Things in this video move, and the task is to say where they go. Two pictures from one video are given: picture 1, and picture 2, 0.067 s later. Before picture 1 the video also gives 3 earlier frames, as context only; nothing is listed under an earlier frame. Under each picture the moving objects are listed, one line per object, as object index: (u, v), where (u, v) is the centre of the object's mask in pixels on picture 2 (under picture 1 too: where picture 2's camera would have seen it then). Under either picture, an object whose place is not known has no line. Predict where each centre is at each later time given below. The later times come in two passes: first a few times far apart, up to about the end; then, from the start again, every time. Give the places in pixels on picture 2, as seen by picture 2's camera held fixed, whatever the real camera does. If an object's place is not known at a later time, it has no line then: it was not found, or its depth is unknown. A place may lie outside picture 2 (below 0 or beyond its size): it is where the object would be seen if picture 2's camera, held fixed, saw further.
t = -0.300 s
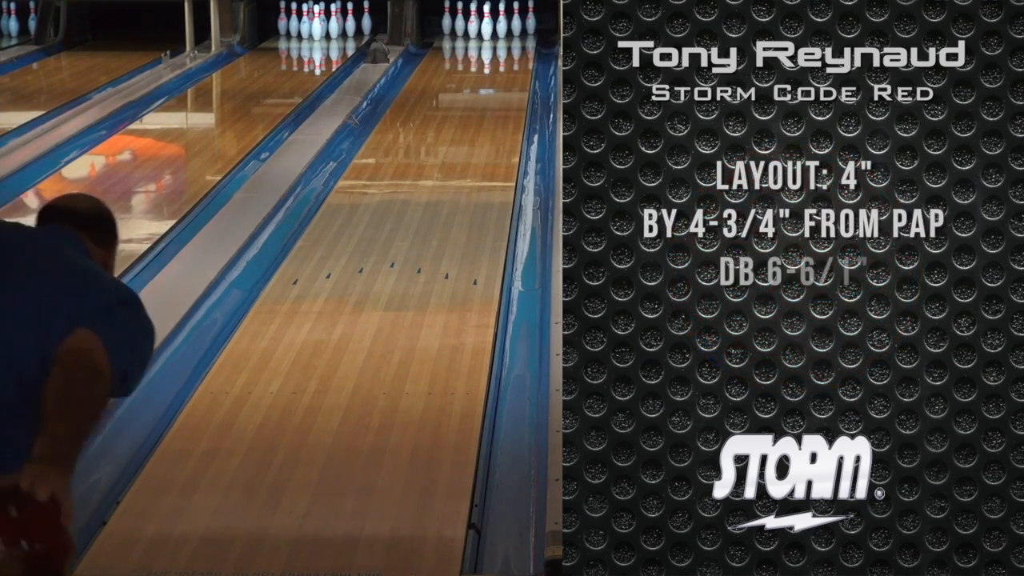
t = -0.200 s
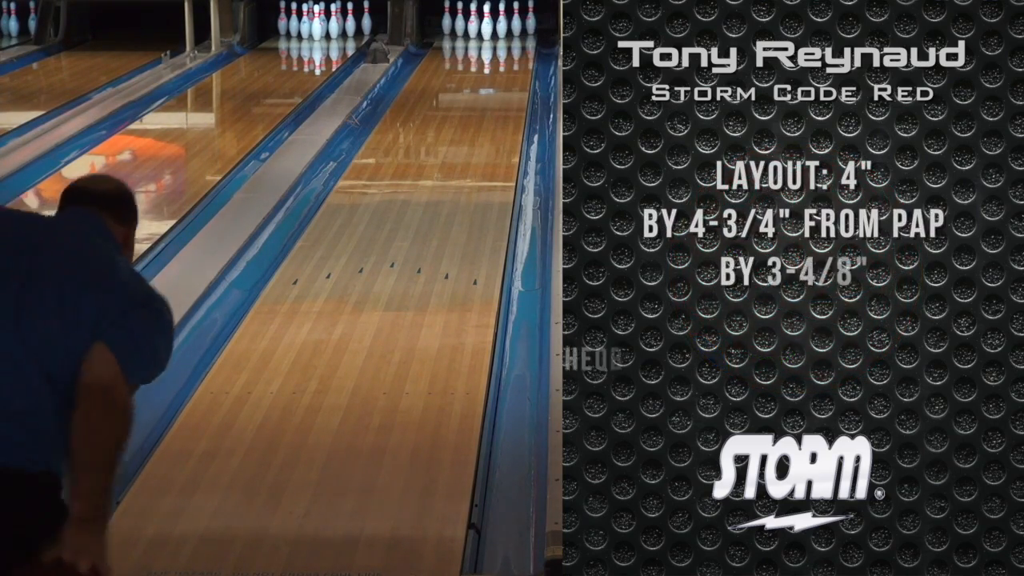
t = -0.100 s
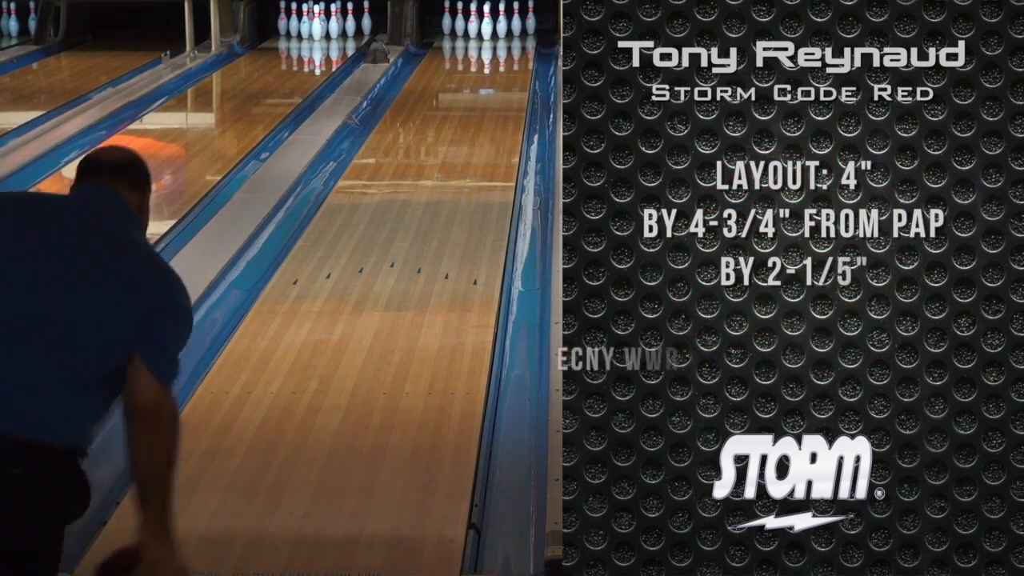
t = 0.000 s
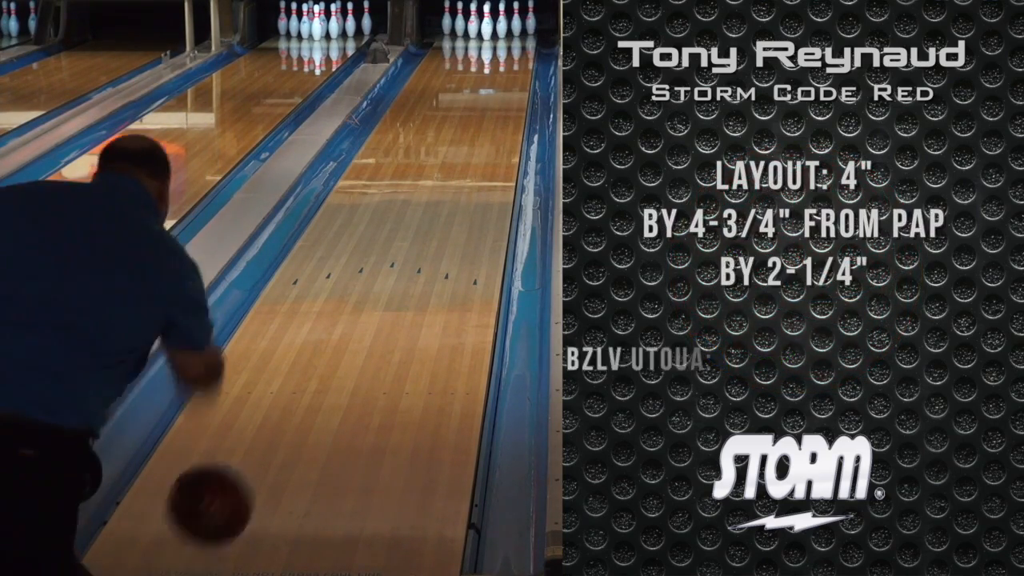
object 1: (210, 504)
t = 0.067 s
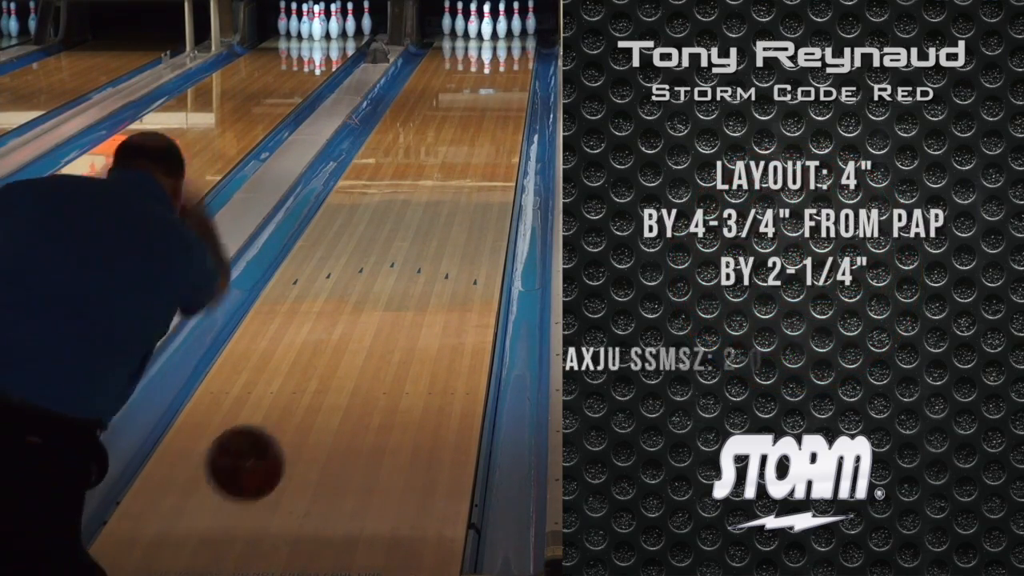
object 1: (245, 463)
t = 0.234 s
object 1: (314, 409)
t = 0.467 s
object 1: (378, 309)
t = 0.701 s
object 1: (422, 238)
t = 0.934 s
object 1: (452, 187)
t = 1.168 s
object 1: (474, 147)
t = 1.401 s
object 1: (490, 117)
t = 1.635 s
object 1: (502, 93)
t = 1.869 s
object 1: (509, 73)
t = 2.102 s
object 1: (510, 57)
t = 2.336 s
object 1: (506, 45)
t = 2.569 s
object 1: (495, 35)
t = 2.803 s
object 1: (488, 27)
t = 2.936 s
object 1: (485, 24)
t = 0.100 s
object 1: (261, 450)
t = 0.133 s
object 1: (276, 441)
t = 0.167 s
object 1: (290, 436)
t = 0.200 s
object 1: (302, 433)
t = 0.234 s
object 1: (314, 409)
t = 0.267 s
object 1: (325, 392)
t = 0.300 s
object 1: (335, 379)
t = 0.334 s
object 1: (345, 363)
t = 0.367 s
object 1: (354, 349)
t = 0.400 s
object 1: (362, 335)
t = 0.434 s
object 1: (371, 321)
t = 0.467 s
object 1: (378, 309)
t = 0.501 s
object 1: (385, 297)
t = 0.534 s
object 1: (393, 285)
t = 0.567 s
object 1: (399, 275)
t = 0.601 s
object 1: (405, 265)
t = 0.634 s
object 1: (410, 255)
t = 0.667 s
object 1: (416, 246)
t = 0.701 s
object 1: (422, 238)
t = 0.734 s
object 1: (426, 230)
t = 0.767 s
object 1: (431, 223)
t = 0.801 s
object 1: (436, 215)
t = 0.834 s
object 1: (440, 208)
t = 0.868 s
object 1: (444, 200)
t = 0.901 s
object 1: (448, 193)
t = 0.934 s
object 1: (452, 187)
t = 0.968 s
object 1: (456, 180)
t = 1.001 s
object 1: (459, 174)
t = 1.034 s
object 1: (463, 168)
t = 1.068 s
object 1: (465, 163)
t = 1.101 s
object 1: (469, 158)
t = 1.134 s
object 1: (472, 153)
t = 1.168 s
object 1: (474, 147)
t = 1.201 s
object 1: (477, 143)
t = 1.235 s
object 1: (480, 138)
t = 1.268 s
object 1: (482, 134)
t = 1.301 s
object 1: (484, 129)
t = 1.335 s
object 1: (487, 125)
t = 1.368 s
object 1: (489, 121)
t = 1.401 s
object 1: (490, 117)
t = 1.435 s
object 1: (492, 113)
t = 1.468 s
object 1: (494, 109)
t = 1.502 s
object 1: (496, 106)
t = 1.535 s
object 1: (497, 102)
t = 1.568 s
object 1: (499, 99)
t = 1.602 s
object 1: (500, 96)
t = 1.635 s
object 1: (502, 93)
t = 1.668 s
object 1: (503, 90)
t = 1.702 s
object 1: (504, 87)
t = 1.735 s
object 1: (506, 84)
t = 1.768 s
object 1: (506, 81)
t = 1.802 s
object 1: (507, 79)
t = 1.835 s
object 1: (508, 76)
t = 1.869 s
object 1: (509, 73)
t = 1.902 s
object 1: (509, 70)
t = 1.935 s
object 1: (510, 68)
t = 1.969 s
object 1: (510, 66)
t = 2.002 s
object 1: (510, 63)
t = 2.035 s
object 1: (510, 61)
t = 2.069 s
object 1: (510, 59)
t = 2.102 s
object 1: (510, 57)
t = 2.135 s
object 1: (510, 55)
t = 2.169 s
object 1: (509, 53)
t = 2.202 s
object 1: (508, 51)
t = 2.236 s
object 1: (508, 49)
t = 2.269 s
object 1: (507, 48)
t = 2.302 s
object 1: (507, 46)
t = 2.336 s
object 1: (506, 45)
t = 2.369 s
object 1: (504, 43)
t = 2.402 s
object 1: (503, 42)
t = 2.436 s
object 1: (501, 40)
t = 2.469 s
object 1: (500, 39)
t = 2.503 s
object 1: (499, 37)
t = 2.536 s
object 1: (497, 36)
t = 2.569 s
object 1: (495, 35)
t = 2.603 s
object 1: (494, 33)
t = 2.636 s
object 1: (493, 32)
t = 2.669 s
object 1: (492, 31)
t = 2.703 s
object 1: (492, 30)
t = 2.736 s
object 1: (492, 29)
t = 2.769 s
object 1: (490, 28)
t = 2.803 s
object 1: (488, 27)
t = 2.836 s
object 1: (487, 26)
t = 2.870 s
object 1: (487, 25)
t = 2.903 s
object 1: (486, 25)
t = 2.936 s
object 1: (485, 24)
